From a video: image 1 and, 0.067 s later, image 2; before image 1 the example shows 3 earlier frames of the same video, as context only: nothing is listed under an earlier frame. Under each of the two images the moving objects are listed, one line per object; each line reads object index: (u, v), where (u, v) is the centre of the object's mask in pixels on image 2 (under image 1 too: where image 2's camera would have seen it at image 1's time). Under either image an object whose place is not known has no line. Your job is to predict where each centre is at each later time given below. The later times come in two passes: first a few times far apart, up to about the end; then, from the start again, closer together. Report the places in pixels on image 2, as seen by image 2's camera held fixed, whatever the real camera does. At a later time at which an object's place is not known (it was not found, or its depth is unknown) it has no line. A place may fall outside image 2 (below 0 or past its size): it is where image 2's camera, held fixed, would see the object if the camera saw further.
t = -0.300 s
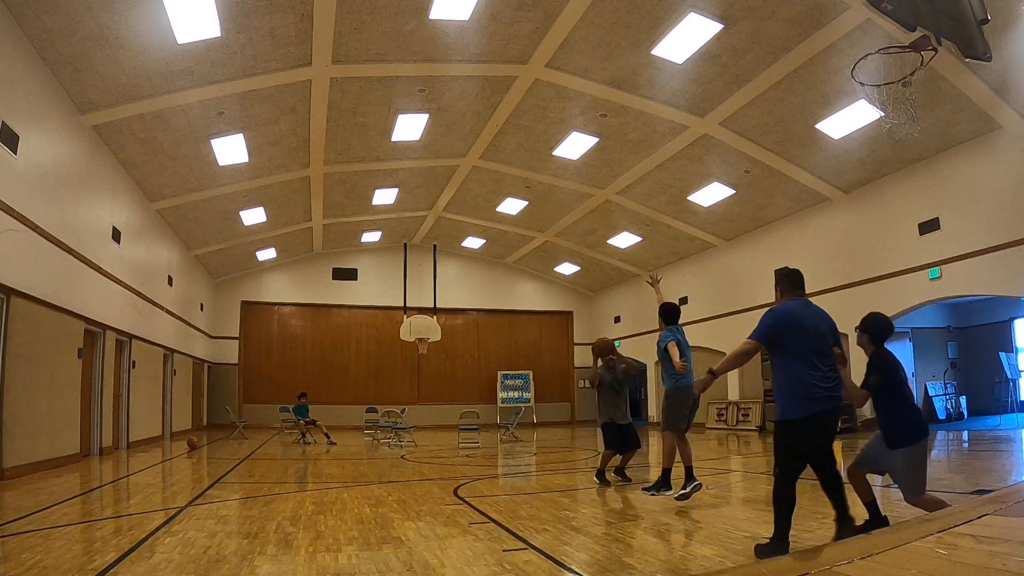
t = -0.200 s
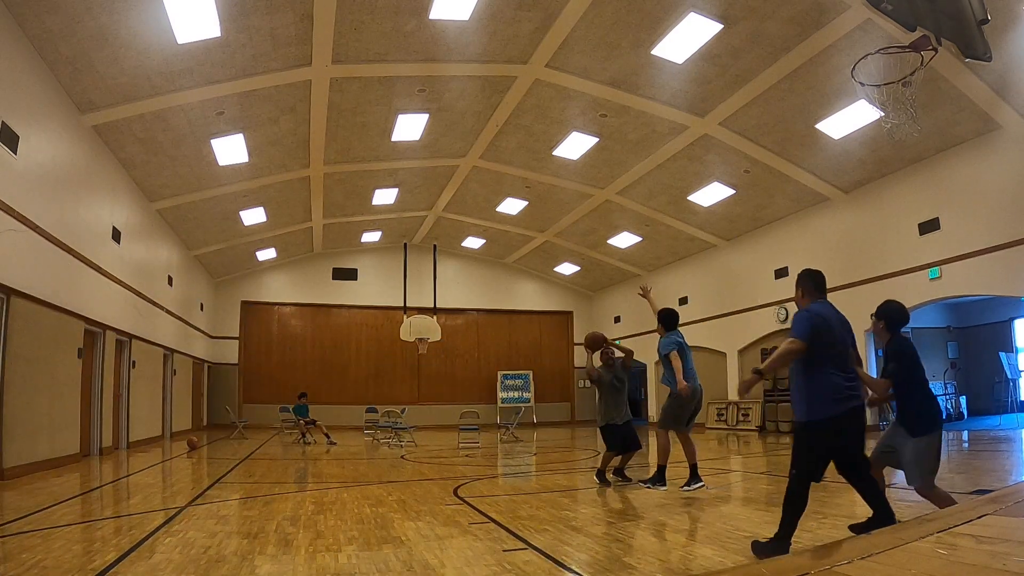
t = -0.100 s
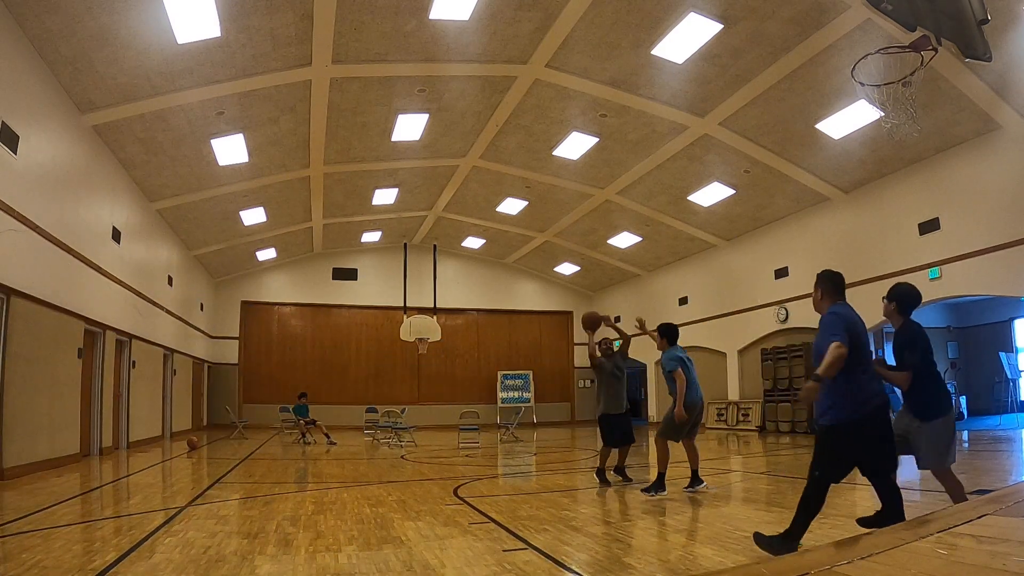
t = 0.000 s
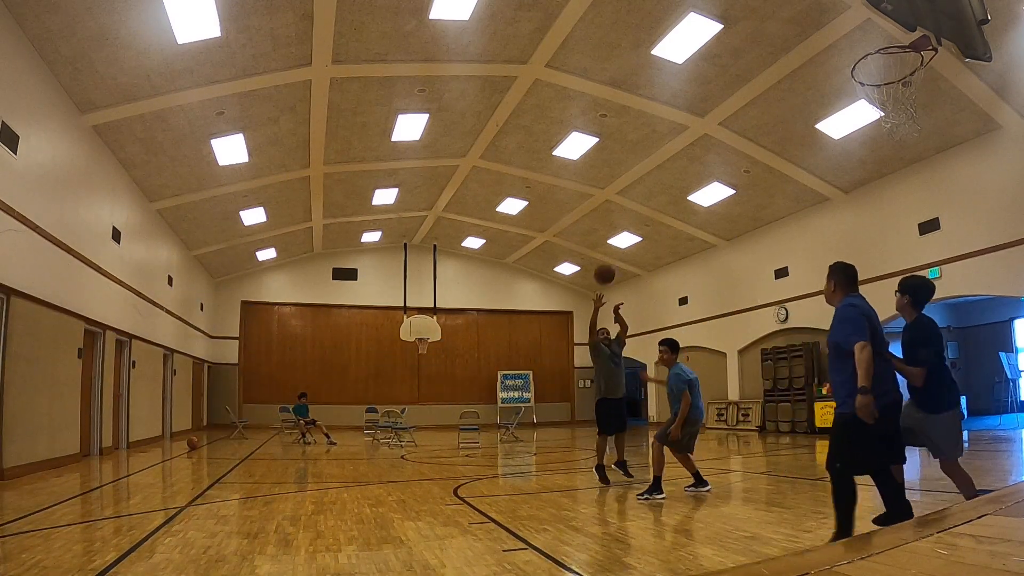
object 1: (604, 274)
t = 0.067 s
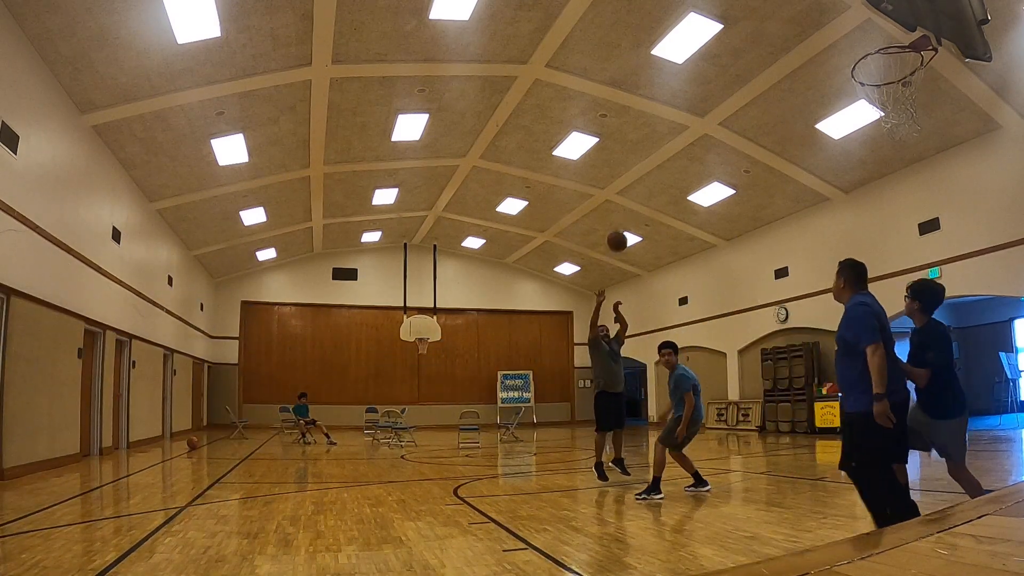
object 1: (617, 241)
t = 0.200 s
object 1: (646, 182)
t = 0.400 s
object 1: (697, 112)
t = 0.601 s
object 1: (762, 72)
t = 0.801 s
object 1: (854, 70)
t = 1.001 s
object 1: (884, 44)
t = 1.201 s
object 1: (912, 60)
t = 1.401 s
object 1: (961, 85)
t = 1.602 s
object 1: (1015, 165)
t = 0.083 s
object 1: (621, 232)
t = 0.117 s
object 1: (628, 218)
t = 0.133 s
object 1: (631, 210)
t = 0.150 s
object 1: (635, 203)
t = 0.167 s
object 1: (639, 196)
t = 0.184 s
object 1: (642, 188)
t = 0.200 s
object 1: (646, 182)
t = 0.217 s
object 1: (650, 175)
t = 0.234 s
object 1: (654, 168)
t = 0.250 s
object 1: (658, 162)
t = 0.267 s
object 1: (662, 156)
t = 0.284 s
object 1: (666, 150)
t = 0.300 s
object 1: (670, 144)
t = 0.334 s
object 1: (679, 133)
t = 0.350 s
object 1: (683, 127)
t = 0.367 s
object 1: (687, 122)
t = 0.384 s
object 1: (692, 117)
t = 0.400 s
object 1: (697, 112)
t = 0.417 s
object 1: (702, 108)
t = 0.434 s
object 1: (706, 103)
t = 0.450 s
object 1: (711, 99)
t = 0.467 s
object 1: (716, 95)
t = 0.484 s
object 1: (721, 92)
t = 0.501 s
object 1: (727, 88)
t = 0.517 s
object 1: (732, 85)
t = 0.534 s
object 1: (738, 82)
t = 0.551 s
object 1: (744, 79)
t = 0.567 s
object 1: (750, 77)
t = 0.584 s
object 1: (756, 74)
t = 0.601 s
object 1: (762, 72)
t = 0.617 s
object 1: (769, 70)
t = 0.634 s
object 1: (775, 69)
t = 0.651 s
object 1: (782, 68)
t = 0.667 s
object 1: (789, 66)
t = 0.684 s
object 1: (796, 66)
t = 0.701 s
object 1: (804, 65)
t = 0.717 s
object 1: (811, 65)
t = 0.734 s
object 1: (819, 65)
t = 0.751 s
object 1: (827, 66)
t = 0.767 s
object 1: (835, 67)
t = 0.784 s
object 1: (844, 68)
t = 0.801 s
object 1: (854, 70)
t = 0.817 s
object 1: (863, 73)
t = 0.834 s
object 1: (870, 73)
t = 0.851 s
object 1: (870, 70)
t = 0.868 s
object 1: (872, 66)
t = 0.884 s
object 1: (873, 61)
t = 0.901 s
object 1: (874, 57)
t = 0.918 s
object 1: (876, 54)
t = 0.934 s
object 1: (877, 52)
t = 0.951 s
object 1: (879, 49)
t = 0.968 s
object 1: (881, 47)
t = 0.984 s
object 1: (882, 46)
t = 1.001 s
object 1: (884, 44)
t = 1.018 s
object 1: (886, 43)
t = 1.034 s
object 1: (887, 42)
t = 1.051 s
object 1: (889, 42)
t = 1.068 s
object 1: (891, 43)
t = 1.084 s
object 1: (893, 43)
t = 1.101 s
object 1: (895, 44)
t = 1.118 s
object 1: (897, 45)
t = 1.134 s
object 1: (900, 47)
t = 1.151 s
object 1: (901, 49)
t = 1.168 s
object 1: (905, 50)
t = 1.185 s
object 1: (908, 52)
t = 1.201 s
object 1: (912, 60)
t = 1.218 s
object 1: (916, 62)
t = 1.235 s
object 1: (919, 65)
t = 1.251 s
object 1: (922, 65)
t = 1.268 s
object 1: (931, 66)
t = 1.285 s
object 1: (933, 67)
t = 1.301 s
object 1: (937, 69)
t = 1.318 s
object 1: (940, 70)
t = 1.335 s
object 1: (943, 72)
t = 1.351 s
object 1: (947, 74)
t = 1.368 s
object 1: (951, 77)
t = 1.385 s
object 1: (956, 81)
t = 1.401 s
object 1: (961, 85)
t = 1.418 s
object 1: (965, 89)
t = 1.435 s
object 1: (970, 94)
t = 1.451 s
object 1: (975, 99)
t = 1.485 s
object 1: (985, 111)
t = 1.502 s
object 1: (990, 117)
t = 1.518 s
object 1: (996, 124)
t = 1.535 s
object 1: (1001, 131)
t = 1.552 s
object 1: (1007, 139)
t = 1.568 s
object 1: (1010, 148)
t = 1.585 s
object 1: (1013, 156)
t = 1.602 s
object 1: (1015, 165)
